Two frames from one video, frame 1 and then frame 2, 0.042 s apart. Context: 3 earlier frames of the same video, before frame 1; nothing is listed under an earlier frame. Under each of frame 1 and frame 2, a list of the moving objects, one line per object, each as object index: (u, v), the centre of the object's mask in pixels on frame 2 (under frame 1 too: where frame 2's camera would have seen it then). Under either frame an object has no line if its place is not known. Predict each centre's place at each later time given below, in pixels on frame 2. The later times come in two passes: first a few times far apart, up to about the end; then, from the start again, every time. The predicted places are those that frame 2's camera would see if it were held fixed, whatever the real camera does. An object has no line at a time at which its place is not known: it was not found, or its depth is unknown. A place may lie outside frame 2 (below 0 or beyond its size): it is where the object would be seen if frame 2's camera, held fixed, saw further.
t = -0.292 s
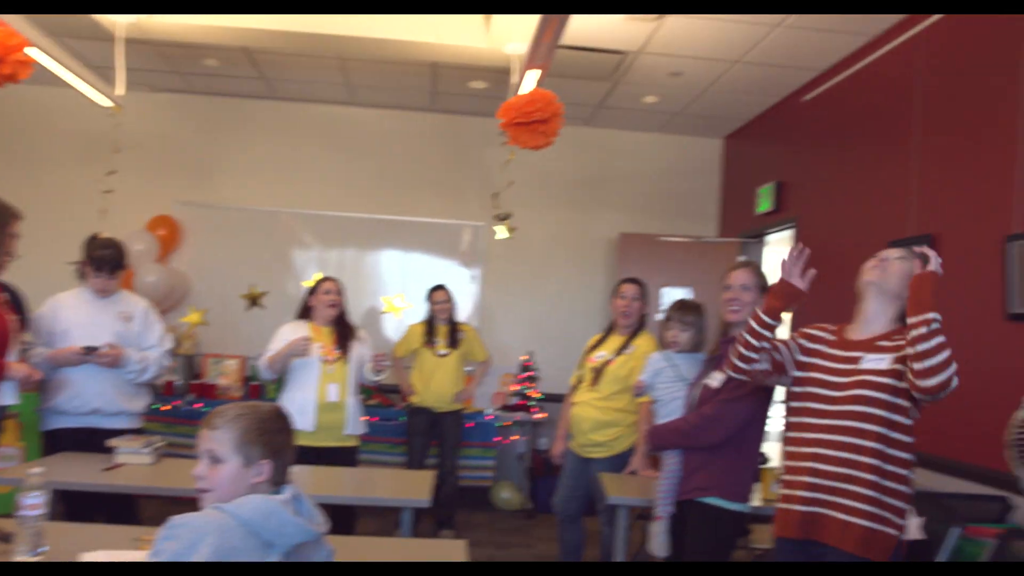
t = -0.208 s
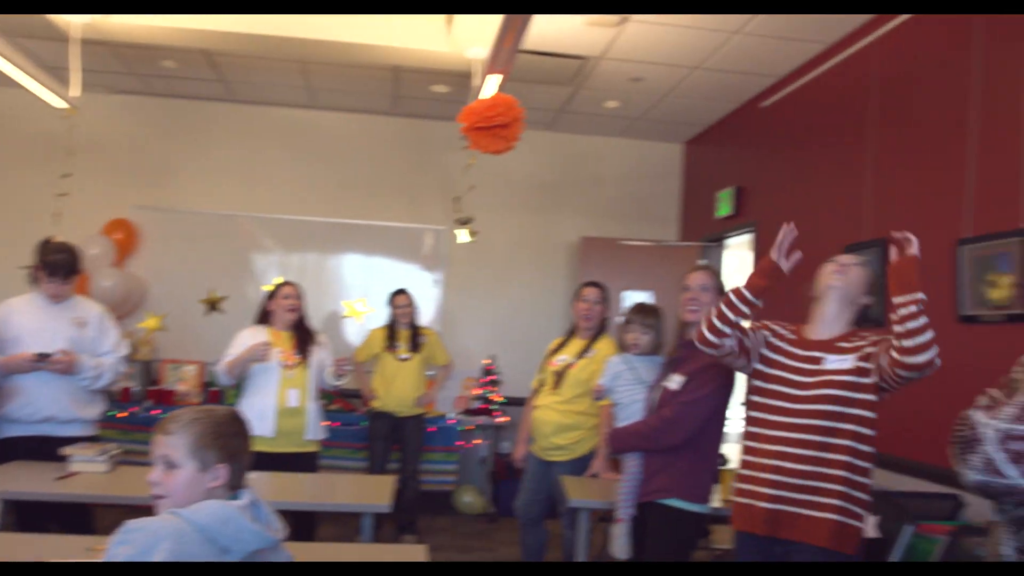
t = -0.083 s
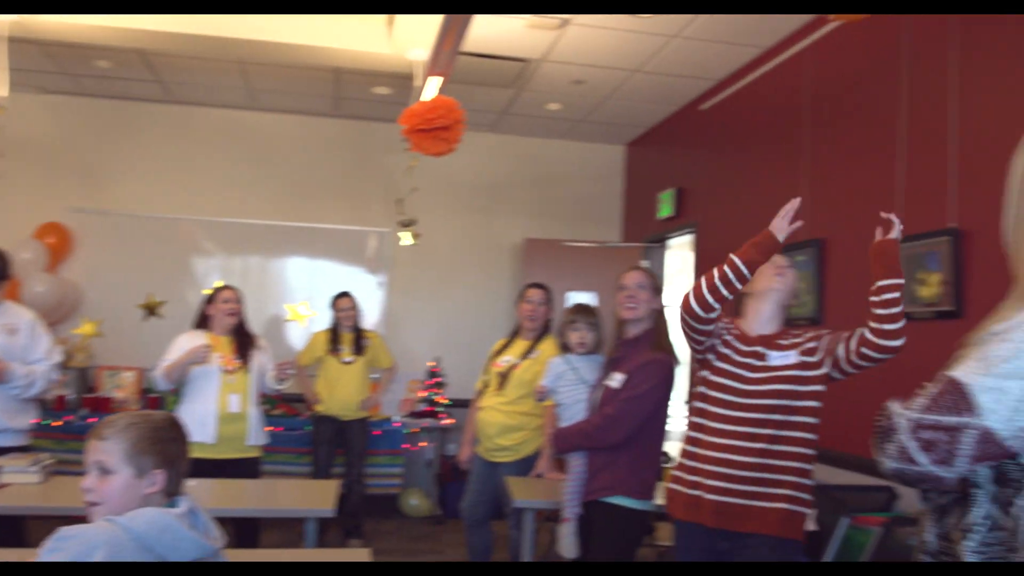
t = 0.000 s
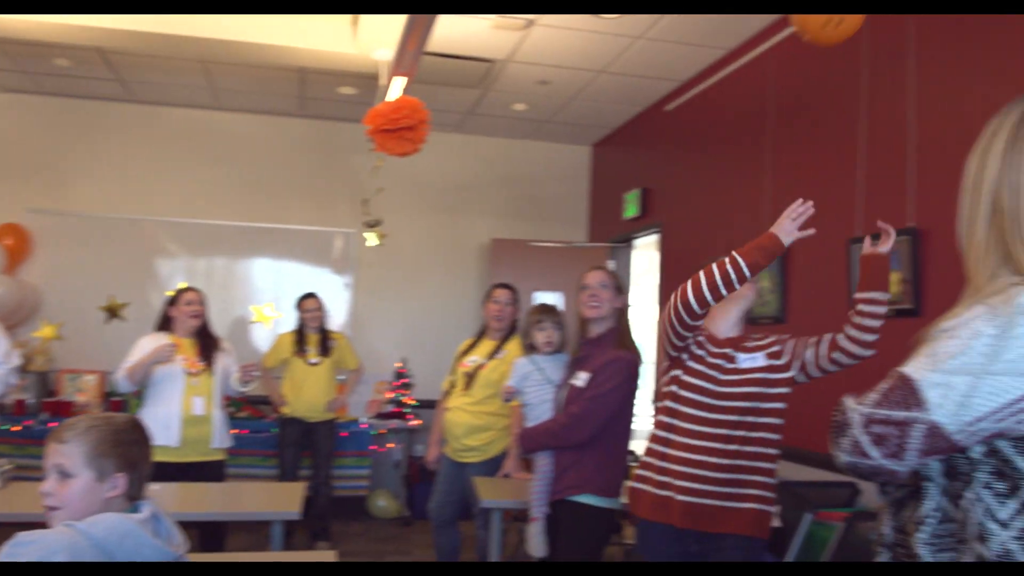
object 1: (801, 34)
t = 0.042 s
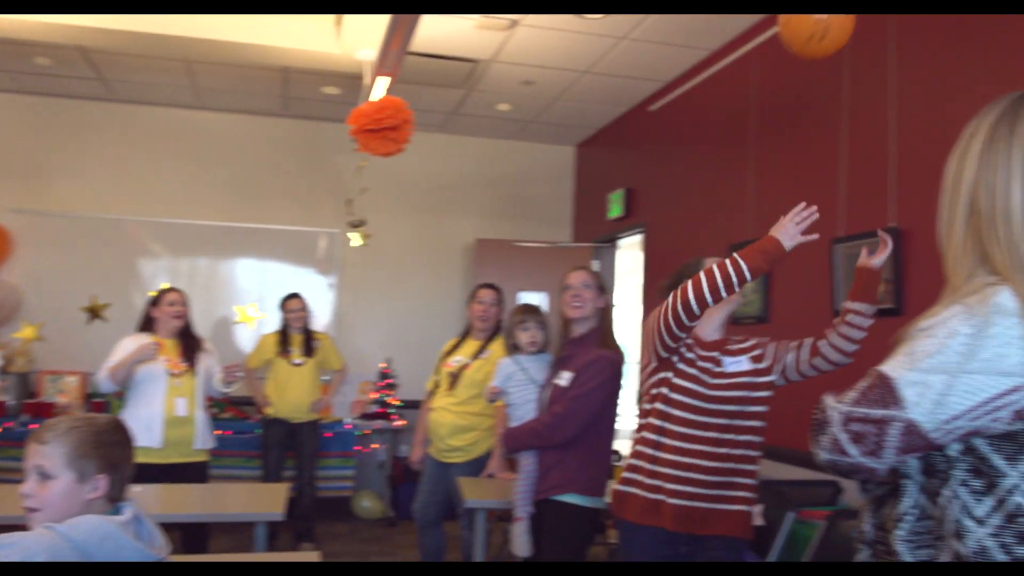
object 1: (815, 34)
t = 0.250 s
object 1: (849, 85)
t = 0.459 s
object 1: (872, 171)
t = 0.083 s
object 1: (823, 37)
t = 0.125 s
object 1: (831, 44)
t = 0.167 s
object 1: (838, 56)
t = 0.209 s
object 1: (844, 70)
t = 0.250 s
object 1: (849, 85)
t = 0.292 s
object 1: (855, 102)
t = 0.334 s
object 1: (859, 118)
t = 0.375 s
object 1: (864, 135)
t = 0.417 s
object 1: (867, 153)
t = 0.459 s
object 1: (872, 171)
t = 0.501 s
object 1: (877, 189)
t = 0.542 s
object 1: (882, 206)
